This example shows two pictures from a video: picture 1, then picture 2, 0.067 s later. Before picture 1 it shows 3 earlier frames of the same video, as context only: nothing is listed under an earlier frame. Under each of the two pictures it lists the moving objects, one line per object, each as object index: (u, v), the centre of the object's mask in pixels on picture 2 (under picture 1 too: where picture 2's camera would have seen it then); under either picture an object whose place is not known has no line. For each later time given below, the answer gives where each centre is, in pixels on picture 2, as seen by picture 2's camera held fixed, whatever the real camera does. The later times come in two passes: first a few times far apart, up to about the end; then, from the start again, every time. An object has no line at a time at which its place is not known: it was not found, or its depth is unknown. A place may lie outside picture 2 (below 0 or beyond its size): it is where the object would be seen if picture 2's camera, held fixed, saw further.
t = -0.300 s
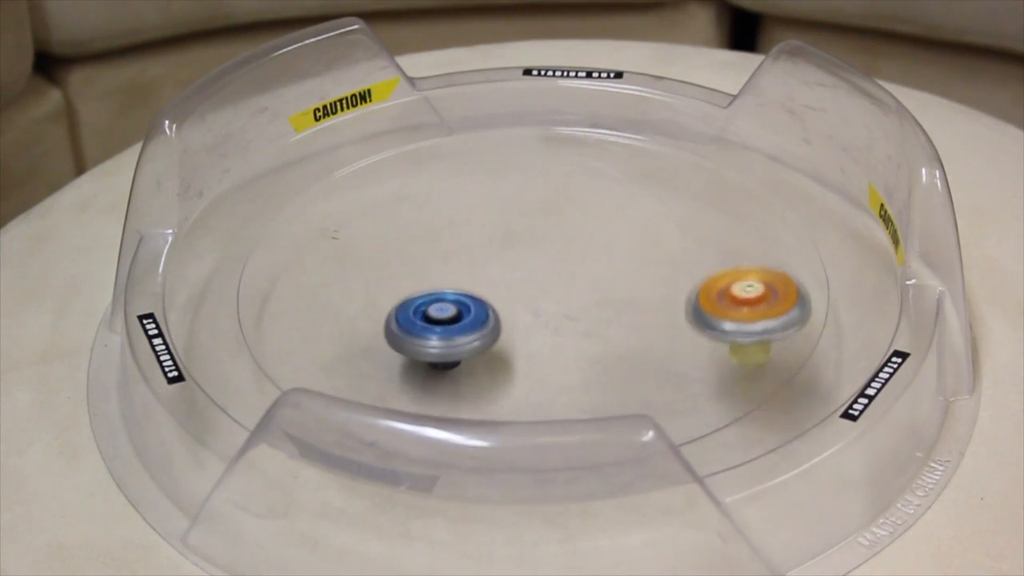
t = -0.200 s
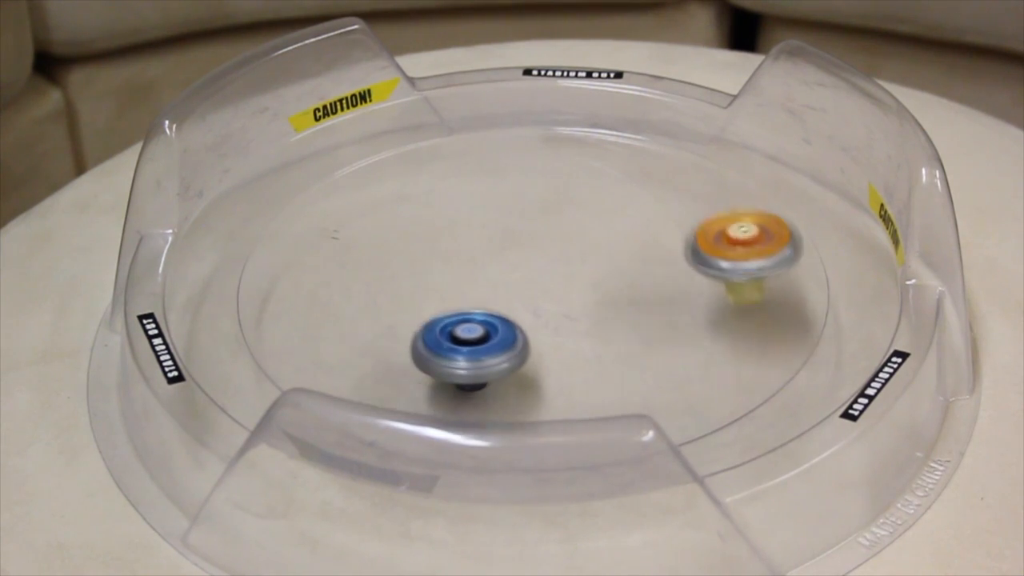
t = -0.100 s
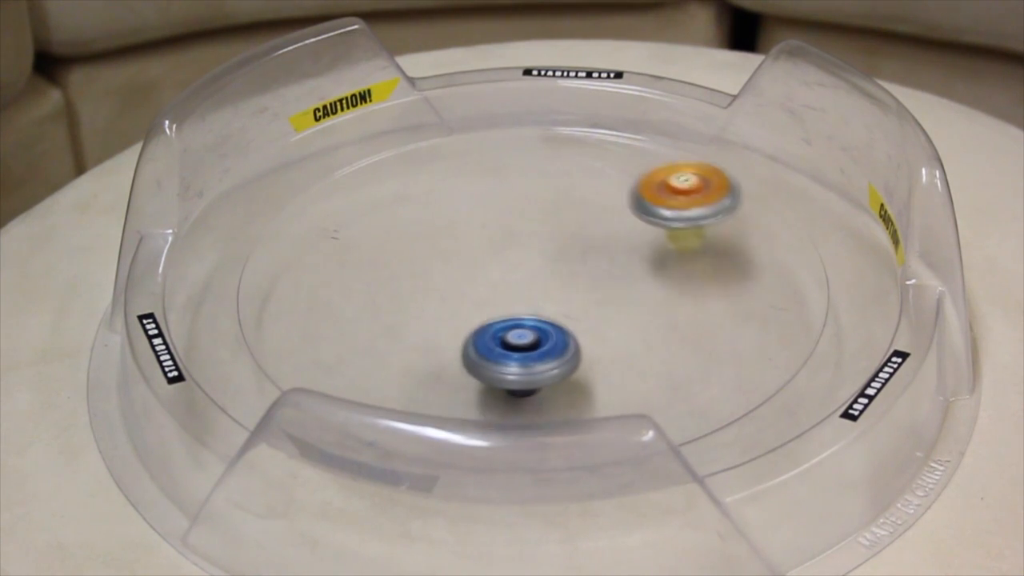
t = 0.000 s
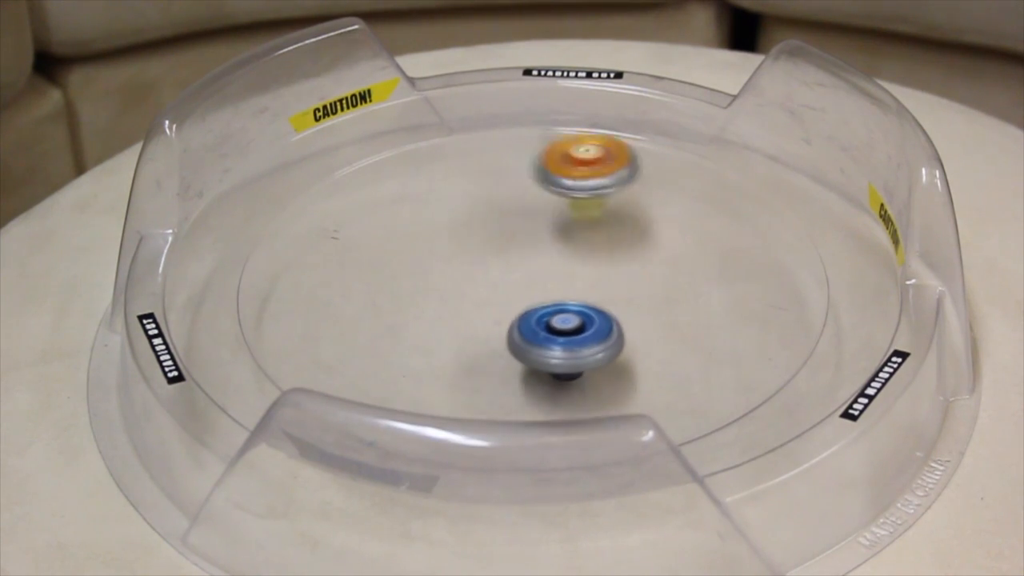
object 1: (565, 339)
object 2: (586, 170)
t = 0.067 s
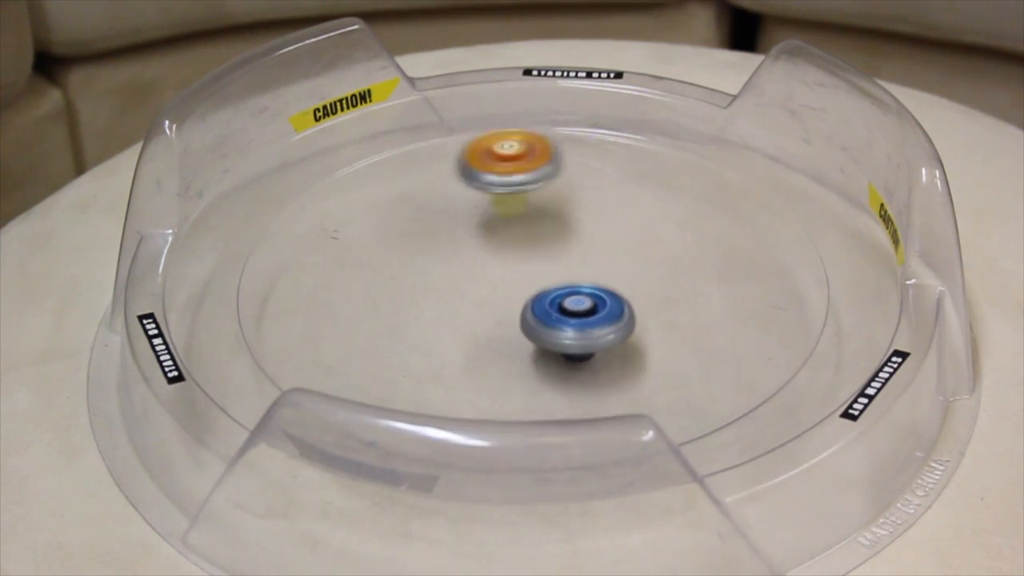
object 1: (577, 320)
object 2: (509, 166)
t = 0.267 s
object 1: (524, 273)
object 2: (313, 229)
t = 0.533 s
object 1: (417, 293)
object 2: (384, 368)
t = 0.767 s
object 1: (481, 333)
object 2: (626, 367)
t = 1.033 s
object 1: (531, 279)
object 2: (660, 213)
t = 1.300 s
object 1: (453, 263)
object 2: (398, 167)
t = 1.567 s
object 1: (468, 301)
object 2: (288, 285)
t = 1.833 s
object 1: (522, 271)
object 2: (546, 361)
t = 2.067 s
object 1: (479, 256)
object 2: (701, 244)
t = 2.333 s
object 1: (492, 279)
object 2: (520, 135)
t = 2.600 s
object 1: (530, 257)
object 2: (323, 220)
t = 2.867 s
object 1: (503, 259)
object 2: (491, 360)
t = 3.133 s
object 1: (540, 275)
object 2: (742, 264)
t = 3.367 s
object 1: (556, 258)
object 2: (656, 144)
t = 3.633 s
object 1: (535, 273)
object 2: (408, 186)
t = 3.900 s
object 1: (575, 276)
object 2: (419, 341)
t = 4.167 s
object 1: (555, 279)
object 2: (694, 323)
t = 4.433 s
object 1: (568, 284)
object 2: (652, 208)
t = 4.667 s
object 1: (561, 286)
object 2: (458, 224)
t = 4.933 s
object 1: (552, 293)
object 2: (414, 327)
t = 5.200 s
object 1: (542, 294)
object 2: (608, 343)
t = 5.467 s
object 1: (540, 302)
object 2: (629, 229)
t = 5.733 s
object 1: (527, 304)
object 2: (420, 199)
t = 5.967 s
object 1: (527, 307)
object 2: (345, 292)
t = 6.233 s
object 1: (511, 293)
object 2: (550, 356)
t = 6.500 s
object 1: (503, 305)
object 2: (654, 238)
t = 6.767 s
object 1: (511, 286)
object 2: (522, 173)
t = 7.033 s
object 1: (492, 295)
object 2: (362, 235)
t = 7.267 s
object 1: (509, 284)
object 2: (466, 335)
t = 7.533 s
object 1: (497, 287)
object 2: (675, 281)
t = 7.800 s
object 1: (499, 285)
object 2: (608, 178)
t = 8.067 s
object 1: (507, 282)
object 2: (419, 215)
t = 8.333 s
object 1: (521, 271)
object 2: (467, 338)
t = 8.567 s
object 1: (525, 273)
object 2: (663, 328)
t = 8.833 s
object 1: (532, 272)
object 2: (667, 216)
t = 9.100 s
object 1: (543, 274)
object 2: (480, 211)
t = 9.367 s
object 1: (550, 280)
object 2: (402, 300)
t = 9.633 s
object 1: (556, 281)
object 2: (538, 359)
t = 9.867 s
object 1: (553, 286)
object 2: (654, 298)
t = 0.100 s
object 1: (576, 311)
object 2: (469, 169)
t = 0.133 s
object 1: (571, 301)
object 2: (431, 175)
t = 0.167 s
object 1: (563, 292)
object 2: (395, 185)
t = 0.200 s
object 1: (552, 284)
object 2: (364, 198)
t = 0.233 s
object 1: (538, 278)
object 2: (336, 213)
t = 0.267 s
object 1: (524, 273)
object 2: (313, 229)
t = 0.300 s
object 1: (508, 271)
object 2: (298, 249)
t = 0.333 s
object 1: (492, 269)
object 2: (289, 271)
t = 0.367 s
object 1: (475, 269)
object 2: (287, 291)
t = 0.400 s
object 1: (460, 271)
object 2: (293, 312)
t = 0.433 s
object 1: (446, 275)
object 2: (307, 332)
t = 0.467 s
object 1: (433, 279)
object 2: (327, 347)
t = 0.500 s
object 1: (423, 285)
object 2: (353, 359)
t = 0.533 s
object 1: (417, 293)
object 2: (384, 368)
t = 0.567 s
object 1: (415, 300)
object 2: (417, 377)
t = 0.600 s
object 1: (418, 309)
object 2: (452, 383)
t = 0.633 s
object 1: (425, 317)
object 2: (489, 386)
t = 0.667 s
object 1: (435, 323)
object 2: (526, 387)
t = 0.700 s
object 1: (449, 329)
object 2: (563, 384)
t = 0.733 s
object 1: (465, 332)
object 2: (596, 376)
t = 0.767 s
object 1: (481, 333)
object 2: (626, 367)
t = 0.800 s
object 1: (497, 332)
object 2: (653, 355)
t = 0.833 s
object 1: (510, 327)
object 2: (674, 338)
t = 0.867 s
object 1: (522, 321)
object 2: (689, 317)
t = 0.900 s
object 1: (531, 313)
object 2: (697, 296)
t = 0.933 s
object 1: (536, 305)
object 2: (698, 273)
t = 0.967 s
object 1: (538, 296)
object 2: (692, 253)
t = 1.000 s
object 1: (536, 288)
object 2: (679, 232)
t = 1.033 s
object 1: (531, 279)
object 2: (660, 213)
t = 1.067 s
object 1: (524, 272)
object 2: (636, 196)
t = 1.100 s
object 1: (515, 265)
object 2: (608, 182)
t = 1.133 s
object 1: (504, 260)
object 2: (575, 171)
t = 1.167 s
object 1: (491, 257)
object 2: (541, 164)
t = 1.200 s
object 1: (480, 256)
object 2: (505, 159)
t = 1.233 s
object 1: (469, 256)
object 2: (469, 158)
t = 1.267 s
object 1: (460, 258)
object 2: (433, 161)
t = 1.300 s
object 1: (453, 263)
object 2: (398, 167)
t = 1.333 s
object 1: (448, 267)
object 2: (367, 176)
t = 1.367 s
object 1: (445, 273)
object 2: (339, 187)
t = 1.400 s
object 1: (443, 279)
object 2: (316, 200)
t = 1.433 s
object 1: (442, 285)
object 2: (299, 216)
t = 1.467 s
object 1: (445, 292)
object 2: (286, 231)
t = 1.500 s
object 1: (450, 296)
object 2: (280, 248)
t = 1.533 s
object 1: (458, 300)
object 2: (281, 266)
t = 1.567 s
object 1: (468, 301)
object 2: (288, 285)
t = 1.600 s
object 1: (480, 301)
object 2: (303, 303)
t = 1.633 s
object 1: (492, 300)
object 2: (323, 319)
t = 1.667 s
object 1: (503, 297)
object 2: (351, 335)
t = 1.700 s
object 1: (512, 294)
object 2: (383, 348)
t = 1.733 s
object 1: (518, 289)
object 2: (422, 357)
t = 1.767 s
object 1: (522, 284)
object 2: (462, 363)
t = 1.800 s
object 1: (523, 278)
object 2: (505, 364)
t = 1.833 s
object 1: (522, 271)
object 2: (546, 361)
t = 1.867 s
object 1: (520, 266)
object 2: (585, 354)
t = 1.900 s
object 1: (515, 263)
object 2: (620, 343)
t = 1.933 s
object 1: (509, 259)
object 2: (649, 327)
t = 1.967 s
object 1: (501, 257)
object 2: (673, 309)
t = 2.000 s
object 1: (493, 255)
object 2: (690, 288)
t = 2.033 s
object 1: (486, 255)
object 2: (699, 267)
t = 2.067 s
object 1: (479, 256)
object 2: (701, 244)
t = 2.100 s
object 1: (472, 258)
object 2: (696, 222)
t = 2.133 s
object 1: (468, 261)
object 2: (683, 202)
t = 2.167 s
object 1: (466, 265)
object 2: (666, 182)
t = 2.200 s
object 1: (466, 270)
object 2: (643, 167)
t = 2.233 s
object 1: (470, 273)
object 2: (617, 154)
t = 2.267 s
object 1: (475, 276)
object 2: (586, 144)
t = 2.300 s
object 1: (483, 278)
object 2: (553, 138)
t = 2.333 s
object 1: (492, 279)
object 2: (520, 135)
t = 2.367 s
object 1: (501, 279)
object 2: (487, 136)
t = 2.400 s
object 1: (510, 278)
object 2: (453, 140)
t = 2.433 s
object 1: (517, 277)
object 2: (423, 147)
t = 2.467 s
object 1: (523, 274)
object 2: (394, 156)
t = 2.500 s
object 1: (527, 270)
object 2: (369, 169)
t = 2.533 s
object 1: (530, 266)
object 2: (348, 184)
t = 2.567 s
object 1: (531, 261)
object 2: (333, 201)
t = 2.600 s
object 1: (530, 257)
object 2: (323, 220)
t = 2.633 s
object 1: (527, 254)
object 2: (320, 241)
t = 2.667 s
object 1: (523, 251)
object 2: (324, 263)
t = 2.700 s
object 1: (519, 250)
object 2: (336, 284)
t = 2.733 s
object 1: (514, 250)
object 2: (355, 305)
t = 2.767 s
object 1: (510, 252)
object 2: (381, 324)
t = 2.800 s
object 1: (507, 253)
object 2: (413, 340)
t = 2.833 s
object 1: (504, 256)
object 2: (451, 353)
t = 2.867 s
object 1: (503, 259)
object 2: (491, 360)
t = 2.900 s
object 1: (504, 262)
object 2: (533, 362)
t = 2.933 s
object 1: (506, 265)
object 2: (574, 360)
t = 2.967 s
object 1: (509, 268)
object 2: (614, 353)
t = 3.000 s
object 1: (513, 272)
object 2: (651, 342)
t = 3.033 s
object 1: (518, 274)
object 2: (683, 326)
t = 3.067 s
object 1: (525, 276)
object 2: (710, 307)
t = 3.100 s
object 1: (532, 276)
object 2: (730, 286)
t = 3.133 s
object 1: (540, 275)
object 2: (742, 264)
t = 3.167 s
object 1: (549, 274)
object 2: (747, 242)
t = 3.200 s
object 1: (558, 271)
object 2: (745, 220)
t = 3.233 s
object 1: (564, 269)
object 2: (737, 199)
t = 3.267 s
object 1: (567, 266)
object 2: (724, 182)
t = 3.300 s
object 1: (565, 264)
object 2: (705, 167)
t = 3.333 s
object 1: (562, 261)
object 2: (682, 154)
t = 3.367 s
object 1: (556, 258)
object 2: (656, 144)
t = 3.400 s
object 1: (550, 256)
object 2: (627, 137)
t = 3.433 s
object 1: (544, 255)
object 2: (595, 134)
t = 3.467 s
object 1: (538, 255)
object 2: (562, 135)
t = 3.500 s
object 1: (533, 258)
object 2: (528, 138)
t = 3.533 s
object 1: (531, 261)
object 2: (495, 146)
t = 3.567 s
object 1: (530, 265)
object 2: (464, 156)
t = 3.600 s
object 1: (532, 269)
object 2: (434, 170)
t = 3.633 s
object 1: (535, 273)
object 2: (408, 186)
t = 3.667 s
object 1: (540, 277)
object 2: (386, 204)
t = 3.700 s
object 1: (548, 280)
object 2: (370, 223)
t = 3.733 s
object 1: (555, 282)
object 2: (360, 243)
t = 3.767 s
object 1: (563, 283)
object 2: (356, 264)
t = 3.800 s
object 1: (569, 283)
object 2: (360, 286)
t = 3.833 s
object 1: (574, 280)
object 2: (372, 306)
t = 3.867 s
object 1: (576, 278)
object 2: (392, 325)
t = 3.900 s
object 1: (575, 276)
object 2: (419, 341)
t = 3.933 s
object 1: (572, 274)
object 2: (452, 354)
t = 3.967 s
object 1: (567, 273)
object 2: (489, 363)
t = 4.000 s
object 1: (562, 271)
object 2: (529, 366)
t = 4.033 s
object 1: (558, 271)
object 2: (568, 365)
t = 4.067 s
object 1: (555, 271)
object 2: (606, 360)
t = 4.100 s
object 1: (554, 273)
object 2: (641, 352)
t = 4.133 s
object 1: (554, 275)
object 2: (671, 339)
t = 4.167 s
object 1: (555, 279)
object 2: (694, 323)
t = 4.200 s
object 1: (557, 282)
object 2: (711, 306)
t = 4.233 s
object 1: (559, 284)
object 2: (721, 289)
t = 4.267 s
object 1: (561, 286)
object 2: (723, 272)
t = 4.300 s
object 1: (563, 287)
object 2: (719, 255)
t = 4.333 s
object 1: (565, 287)
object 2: (710, 241)
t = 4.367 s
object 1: (566, 287)
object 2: (695, 227)
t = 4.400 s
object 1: (567, 285)
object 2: (676, 217)
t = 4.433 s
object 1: (568, 284)
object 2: (652, 208)
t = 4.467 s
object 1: (569, 282)
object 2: (626, 202)
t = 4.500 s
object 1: (569, 281)
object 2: (598, 199)
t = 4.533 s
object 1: (568, 281)
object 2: (569, 197)
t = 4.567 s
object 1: (565, 282)
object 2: (539, 201)
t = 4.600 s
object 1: (564, 283)
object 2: (511, 207)
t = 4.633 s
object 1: (563, 285)
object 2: (483, 214)
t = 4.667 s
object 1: (561, 286)
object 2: (458, 224)
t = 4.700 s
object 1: (560, 288)
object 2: (436, 236)
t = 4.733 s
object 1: (559, 290)
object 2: (418, 248)
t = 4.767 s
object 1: (557, 291)
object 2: (404, 262)
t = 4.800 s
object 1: (554, 293)
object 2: (396, 275)
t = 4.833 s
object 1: (550, 293)
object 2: (392, 289)
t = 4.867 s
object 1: (550, 292)
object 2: (394, 303)
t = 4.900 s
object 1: (550, 292)
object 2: (402, 316)
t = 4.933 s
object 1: (552, 293)
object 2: (414, 327)
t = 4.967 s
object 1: (555, 292)
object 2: (431, 337)
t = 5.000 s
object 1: (556, 291)
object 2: (451, 345)
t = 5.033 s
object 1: (556, 290)
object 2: (474, 351)
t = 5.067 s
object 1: (555, 290)
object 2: (501, 355)
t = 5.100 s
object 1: (552, 288)
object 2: (527, 357)
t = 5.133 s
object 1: (549, 288)
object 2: (556, 355)
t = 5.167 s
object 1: (544, 290)
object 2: (583, 351)
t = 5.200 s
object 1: (542, 294)
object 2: (608, 343)
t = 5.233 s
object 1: (542, 297)
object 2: (630, 332)
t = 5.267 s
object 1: (544, 299)
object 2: (647, 319)
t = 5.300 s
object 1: (545, 300)
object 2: (659, 305)
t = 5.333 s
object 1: (545, 301)
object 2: (663, 289)
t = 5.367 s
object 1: (544, 302)
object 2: (663, 273)
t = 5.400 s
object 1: (542, 303)
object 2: (656, 257)
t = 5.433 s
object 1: (541, 303)
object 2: (645, 242)
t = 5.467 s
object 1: (540, 302)
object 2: (629, 229)
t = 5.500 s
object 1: (538, 303)
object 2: (608, 217)
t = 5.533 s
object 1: (537, 303)
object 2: (585, 207)
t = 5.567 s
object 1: (535, 303)
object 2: (559, 200)
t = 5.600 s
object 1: (534, 303)
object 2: (532, 195)
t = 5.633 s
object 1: (532, 304)
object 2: (503, 193)
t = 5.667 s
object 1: (531, 304)
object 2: (475, 192)
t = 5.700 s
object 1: (529, 303)
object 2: (447, 195)
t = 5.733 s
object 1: (527, 304)
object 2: (420, 199)
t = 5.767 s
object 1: (526, 304)
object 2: (396, 207)
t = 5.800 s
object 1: (525, 303)
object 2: (375, 218)
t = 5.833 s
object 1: (524, 304)
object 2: (358, 230)
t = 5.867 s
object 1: (524, 304)
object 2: (347, 245)
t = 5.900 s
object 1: (525, 306)
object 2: (341, 260)
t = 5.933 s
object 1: (526, 306)
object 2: (340, 276)
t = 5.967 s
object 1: (527, 307)
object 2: (345, 292)
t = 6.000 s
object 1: (526, 307)
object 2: (356, 308)
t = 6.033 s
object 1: (525, 307)
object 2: (372, 323)
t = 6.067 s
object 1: (524, 306)
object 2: (395, 336)
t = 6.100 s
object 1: (522, 304)
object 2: (420, 347)
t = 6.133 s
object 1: (524, 301)
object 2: (451, 355)
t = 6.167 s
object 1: (524, 296)
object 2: (485, 359)
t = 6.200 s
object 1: (518, 293)
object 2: (519, 359)
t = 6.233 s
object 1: (511, 293)
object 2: (550, 356)
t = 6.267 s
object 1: (509, 297)
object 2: (581, 348)
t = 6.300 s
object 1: (509, 300)
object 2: (607, 336)
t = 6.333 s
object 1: (508, 301)
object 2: (629, 323)
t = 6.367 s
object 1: (506, 302)
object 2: (645, 307)
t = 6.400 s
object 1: (504, 304)
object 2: (656, 290)
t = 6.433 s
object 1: (503, 305)
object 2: (661, 273)
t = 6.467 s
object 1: (503, 306)
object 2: (661, 255)
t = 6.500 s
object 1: (503, 305)
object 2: (654, 238)
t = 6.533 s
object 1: (499, 303)
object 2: (638, 221)
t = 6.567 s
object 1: (502, 288)
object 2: (626, 195)
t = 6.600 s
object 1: (508, 298)
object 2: (615, 188)
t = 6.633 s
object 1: (510, 293)
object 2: (598, 191)
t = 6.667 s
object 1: (513, 290)
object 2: (582, 183)
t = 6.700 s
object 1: (515, 289)
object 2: (565, 177)
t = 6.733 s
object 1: (514, 287)
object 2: (545, 174)
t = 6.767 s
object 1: (511, 286)
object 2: (522, 173)
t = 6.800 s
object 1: (507, 286)
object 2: (498, 174)
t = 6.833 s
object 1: (502, 287)
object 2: (475, 177)
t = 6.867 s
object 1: (496, 288)
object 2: (450, 182)
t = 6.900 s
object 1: (493, 290)
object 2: (427, 188)
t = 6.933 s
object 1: (491, 291)
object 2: (405, 196)
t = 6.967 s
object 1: (491, 292)
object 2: (386, 207)
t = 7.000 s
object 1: (492, 294)
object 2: (371, 220)
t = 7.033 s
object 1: (492, 295)
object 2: (362, 235)
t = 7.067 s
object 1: (493, 296)
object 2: (357, 250)
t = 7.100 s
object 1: (494, 296)
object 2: (360, 267)
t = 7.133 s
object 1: (495, 296)
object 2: (370, 285)
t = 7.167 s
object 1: (497, 296)
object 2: (385, 301)
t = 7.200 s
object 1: (502, 294)
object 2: (407, 315)
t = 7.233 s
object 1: (508, 290)
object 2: (435, 327)
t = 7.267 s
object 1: (509, 284)
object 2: (466, 335)
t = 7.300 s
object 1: (503, 279)
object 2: (498, 340)
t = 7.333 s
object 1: (498, 281)
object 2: (529, 341)
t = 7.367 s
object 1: (498, 283)
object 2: (563, 338)
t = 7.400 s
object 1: (501, 285)
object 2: (593, 332)
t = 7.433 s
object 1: (500, 285)
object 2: (622, 323)
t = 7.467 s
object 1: (498, 285)
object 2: (644, 311)
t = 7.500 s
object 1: (497, 286)
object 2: (662, 296)
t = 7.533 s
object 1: (497, 287)
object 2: (675, 281)
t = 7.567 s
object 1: (500, 288)
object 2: (682, 265)
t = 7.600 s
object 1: (502, 289)
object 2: (684, 249)
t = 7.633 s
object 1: (503, 289)
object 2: (679, 233)
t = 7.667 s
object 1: (502, 289)
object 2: (671, 219)
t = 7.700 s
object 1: (500, 288)
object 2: (660, 206)
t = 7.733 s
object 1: (499, 286)
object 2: (645, 195)
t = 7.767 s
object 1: (498, 286)
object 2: (628, 185)
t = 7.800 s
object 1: (499, 285)
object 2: (608, 178)
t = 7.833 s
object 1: (501, 286)
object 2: (585, 173)
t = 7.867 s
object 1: (502, 286)
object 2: (561, 170)
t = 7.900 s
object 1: (502, 286)
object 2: (534, 171)
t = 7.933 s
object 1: (503, 286)
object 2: (508, 174)
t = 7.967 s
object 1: (503, 284)
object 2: (482, 181)
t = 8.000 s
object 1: (504, 284)
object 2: (458, 190)
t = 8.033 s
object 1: (505, 282)
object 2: (437, 201)
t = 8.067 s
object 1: (507, 282)
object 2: (419, 215)
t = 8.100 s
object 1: (509, 281)
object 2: (406, 230)
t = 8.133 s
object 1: (511, 280)
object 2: (399, 247)
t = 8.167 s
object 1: (512, 279)
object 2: (396, 264)
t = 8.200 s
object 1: (514, 279)
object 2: (400, 281)
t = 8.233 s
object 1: (516, 277)
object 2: (408, 298)
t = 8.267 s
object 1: (518, 276)
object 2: (423, 313)
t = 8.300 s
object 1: (521, 273)
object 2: (443, 327)
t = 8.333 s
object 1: (521, 271)
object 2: (467, 338)
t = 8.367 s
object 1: (521, 271)
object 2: (495, 346)
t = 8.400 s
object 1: (520, 271)
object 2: (525, 351)
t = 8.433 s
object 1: (521, 272)
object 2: (555, 353)
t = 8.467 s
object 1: (523, 273)
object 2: (584, 351)
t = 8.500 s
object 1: (524, 272)
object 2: (613, 347)
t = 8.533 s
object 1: (524, 273)
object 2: (641, 339)
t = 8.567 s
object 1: (525, 273)
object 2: (663, 328)
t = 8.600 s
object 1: (525, 272)
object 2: (682, 316)
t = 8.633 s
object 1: (525, 272)
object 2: (695, 301)
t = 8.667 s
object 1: (526, 271)
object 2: (704, 286)
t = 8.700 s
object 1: (527, 270)
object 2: (707, 271)
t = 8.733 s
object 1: (528, 271)
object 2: (704, 255)
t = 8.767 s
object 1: (530, 271)
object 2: (696, 241)
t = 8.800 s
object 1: (531, 272)
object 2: (684, 228)
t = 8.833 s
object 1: (532, 272)
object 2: (667, 216)
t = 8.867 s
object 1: (534, 273)
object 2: (647, 207)
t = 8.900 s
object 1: (536, 273)
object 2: (625, 200)
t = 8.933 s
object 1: (538, 274)
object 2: (602, 196)
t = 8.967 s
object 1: (540, 274)
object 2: (578, 195)
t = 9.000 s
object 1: (540, 274)
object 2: (552, 193)
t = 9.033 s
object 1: (541, 274)
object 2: (528, 198)
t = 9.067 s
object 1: (542, 274)
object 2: (503, 203)
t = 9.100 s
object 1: (543, 274)
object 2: (480, 211)
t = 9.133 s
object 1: (544, 274)
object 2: (459, 220)
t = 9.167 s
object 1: (544, 274)
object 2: (441, 230)
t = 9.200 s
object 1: (545, 275)
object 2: (426, 240)
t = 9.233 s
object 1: (545, 276)
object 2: (414, 251)
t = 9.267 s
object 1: (546, 277)
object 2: (406, 263)
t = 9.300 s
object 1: (547, 278)
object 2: (401, 274)
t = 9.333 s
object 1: (549, 278)
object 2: (399, 287)
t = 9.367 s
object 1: (550, 280)
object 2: (402, 300)
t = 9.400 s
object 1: (551, 280)
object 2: (408, 311)
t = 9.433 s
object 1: (551, 281)
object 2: (418, 323)
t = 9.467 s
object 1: (552, 282)
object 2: (431, 334)
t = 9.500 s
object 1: (553, 282)
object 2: (447, 343)
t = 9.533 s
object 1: (553, 282)
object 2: (468, 351)
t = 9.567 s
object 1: (554, 282)
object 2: (490, 356)
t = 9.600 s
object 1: (555, 281)
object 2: (513, 359)
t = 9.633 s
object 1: (556, 281)
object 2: (538, 359)
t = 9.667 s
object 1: (556, 281)
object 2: (563, 357)
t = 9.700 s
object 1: (556, 281)
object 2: (586, 353)
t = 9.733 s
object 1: (555, 281)
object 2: (608, 345)
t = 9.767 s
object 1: (554, 282)
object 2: (626, 335)
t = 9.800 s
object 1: (553, 284)
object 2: (640, 324)
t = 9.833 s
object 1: (553, 285)
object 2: (650, 311)
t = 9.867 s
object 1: (553, 286)
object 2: (654, 298)
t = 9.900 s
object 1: (552, 287)
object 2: (654, 284)
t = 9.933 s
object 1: (551, 286)
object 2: (652, 267)
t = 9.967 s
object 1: (545, 284)
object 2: (651, 258)
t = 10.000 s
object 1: (537, 282)
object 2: (651, 252)
